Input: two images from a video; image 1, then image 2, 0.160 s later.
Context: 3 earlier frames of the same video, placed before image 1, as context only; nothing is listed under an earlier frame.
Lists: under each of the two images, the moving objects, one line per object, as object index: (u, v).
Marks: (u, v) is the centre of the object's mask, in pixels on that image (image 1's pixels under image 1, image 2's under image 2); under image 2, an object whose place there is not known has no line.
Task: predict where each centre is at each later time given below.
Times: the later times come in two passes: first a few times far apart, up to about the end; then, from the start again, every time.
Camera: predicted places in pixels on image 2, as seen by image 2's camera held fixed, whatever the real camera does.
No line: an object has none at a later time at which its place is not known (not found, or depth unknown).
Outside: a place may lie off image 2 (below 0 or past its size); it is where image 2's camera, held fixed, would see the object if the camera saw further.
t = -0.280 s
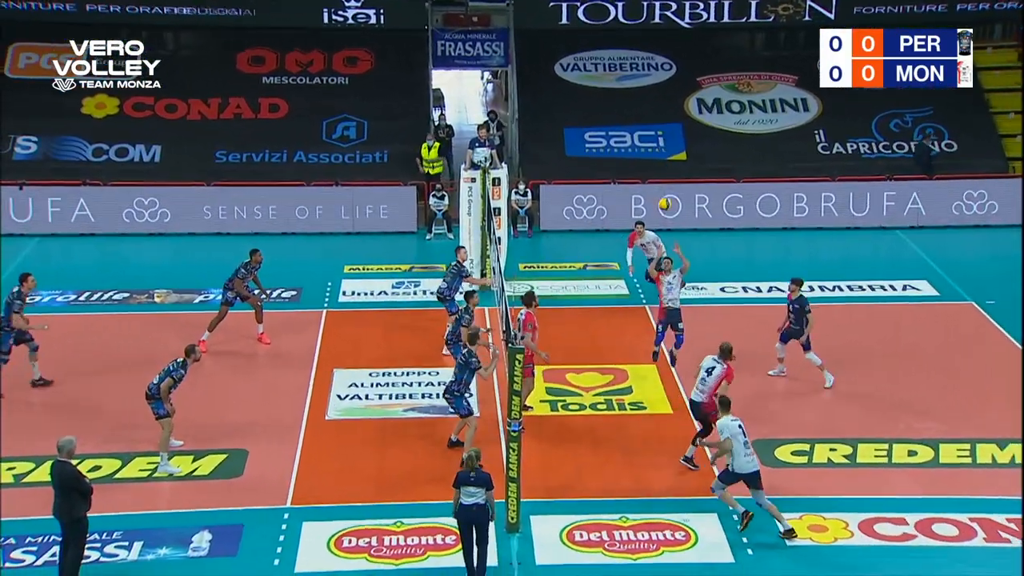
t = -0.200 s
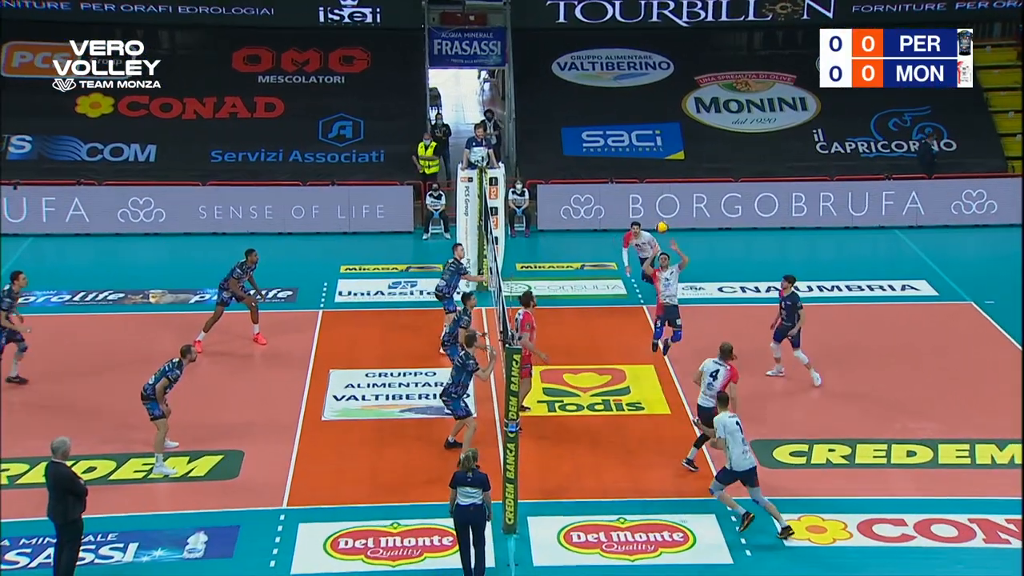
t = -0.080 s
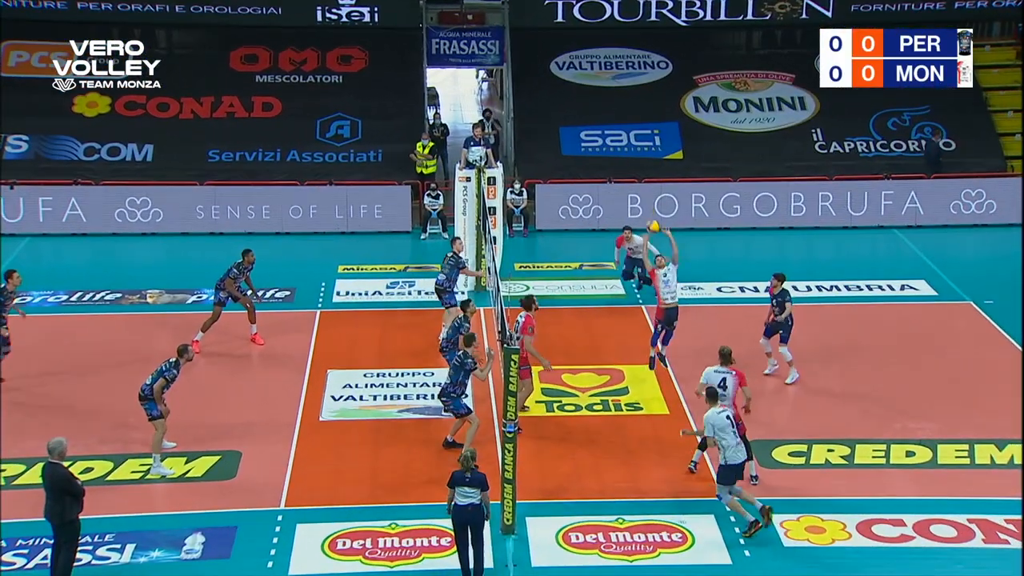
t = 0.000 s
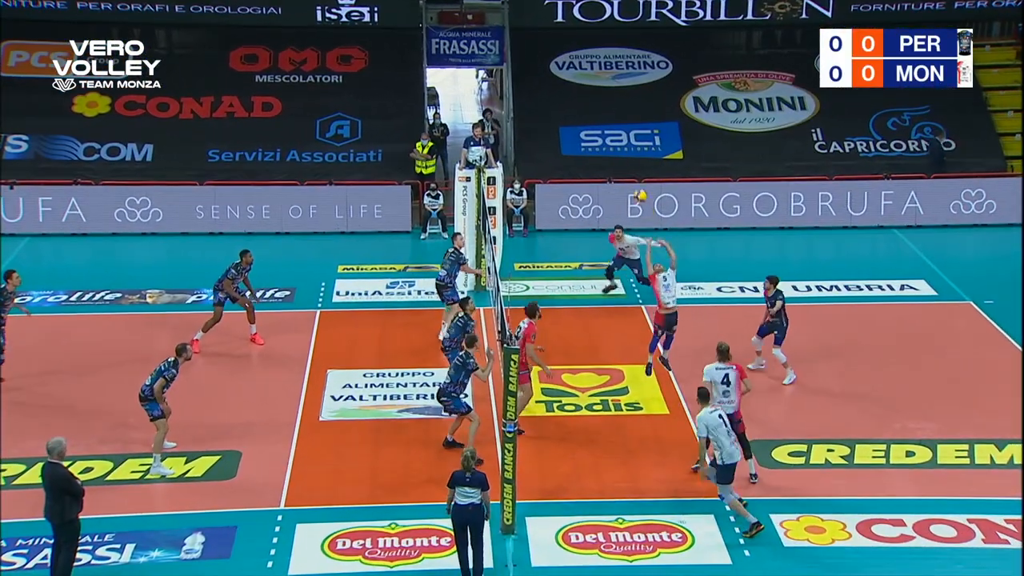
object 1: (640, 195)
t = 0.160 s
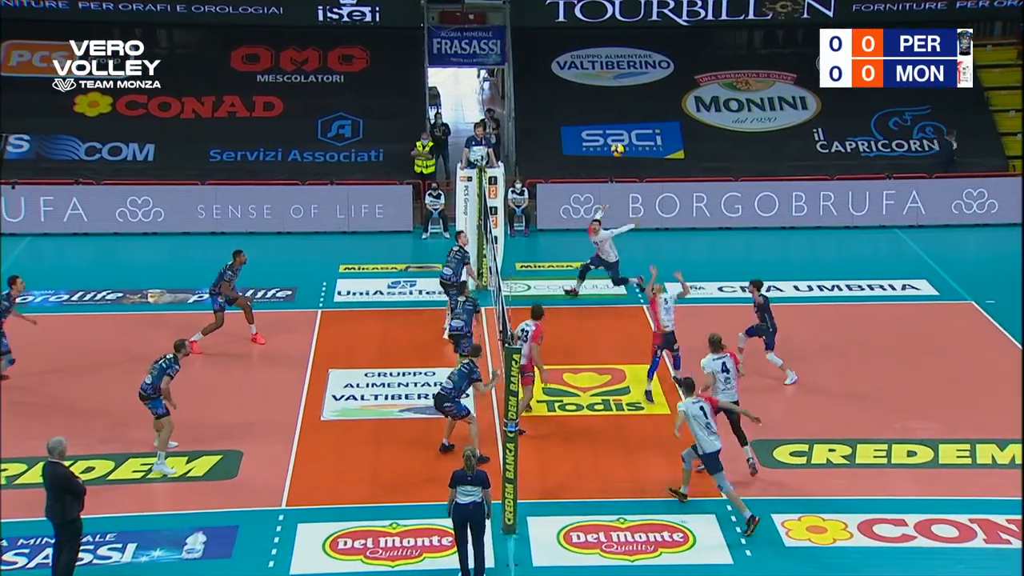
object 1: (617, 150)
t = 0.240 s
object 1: (606, 133)
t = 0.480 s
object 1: (573, 111)
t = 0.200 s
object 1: (611, 141)
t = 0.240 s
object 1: (606, 133)
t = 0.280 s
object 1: (600, 127)
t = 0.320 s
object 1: (594, 122)
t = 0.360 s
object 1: (589, 118)
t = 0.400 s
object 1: (584, 114)
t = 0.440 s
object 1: (578, 112)
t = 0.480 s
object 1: (573, 111)
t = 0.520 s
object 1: (568, 110)
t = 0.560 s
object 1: (564, 111)
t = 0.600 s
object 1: (559, 112)
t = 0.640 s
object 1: (554, 114)
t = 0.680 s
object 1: (550, 117)
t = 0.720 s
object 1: (545, 121)
